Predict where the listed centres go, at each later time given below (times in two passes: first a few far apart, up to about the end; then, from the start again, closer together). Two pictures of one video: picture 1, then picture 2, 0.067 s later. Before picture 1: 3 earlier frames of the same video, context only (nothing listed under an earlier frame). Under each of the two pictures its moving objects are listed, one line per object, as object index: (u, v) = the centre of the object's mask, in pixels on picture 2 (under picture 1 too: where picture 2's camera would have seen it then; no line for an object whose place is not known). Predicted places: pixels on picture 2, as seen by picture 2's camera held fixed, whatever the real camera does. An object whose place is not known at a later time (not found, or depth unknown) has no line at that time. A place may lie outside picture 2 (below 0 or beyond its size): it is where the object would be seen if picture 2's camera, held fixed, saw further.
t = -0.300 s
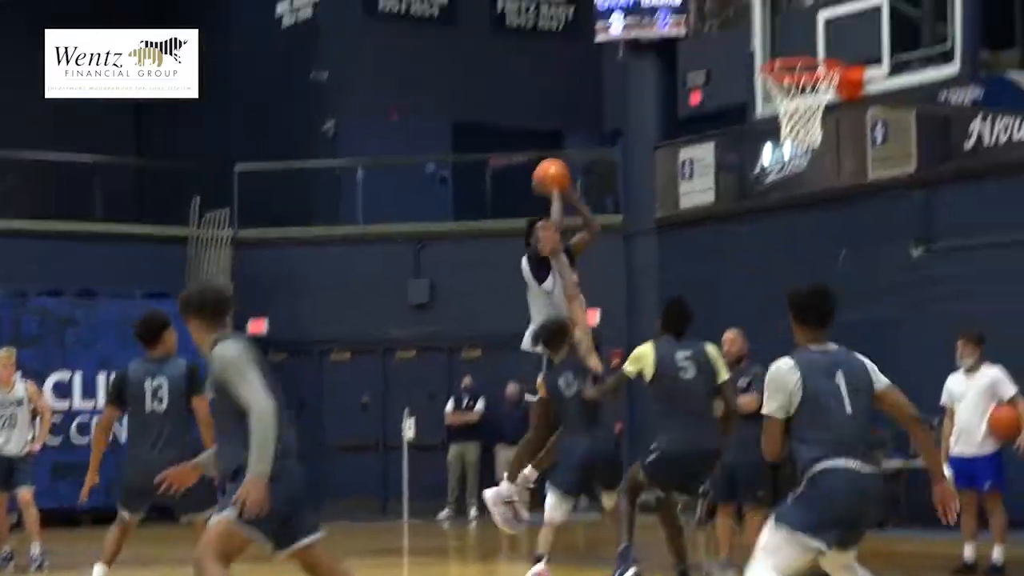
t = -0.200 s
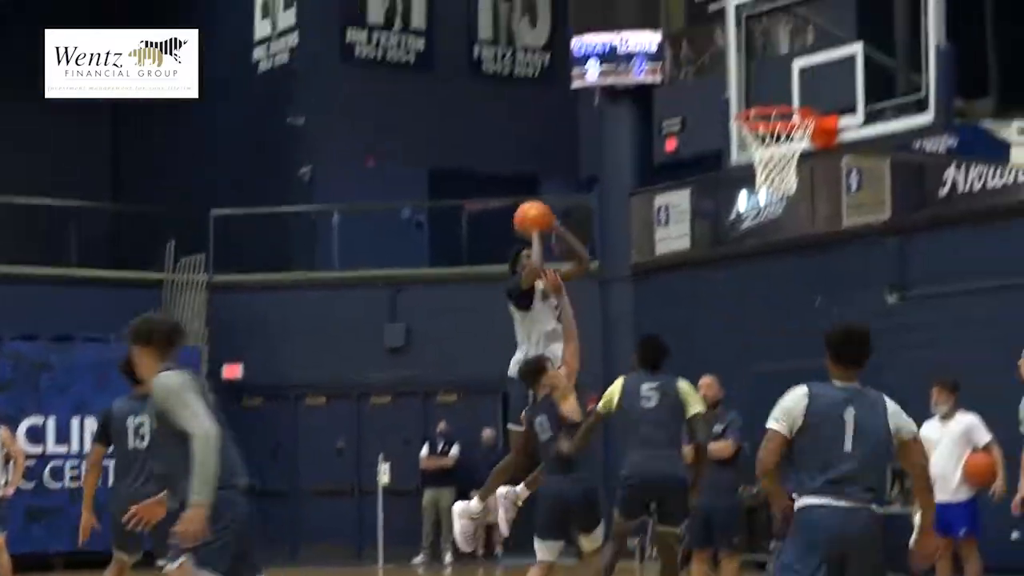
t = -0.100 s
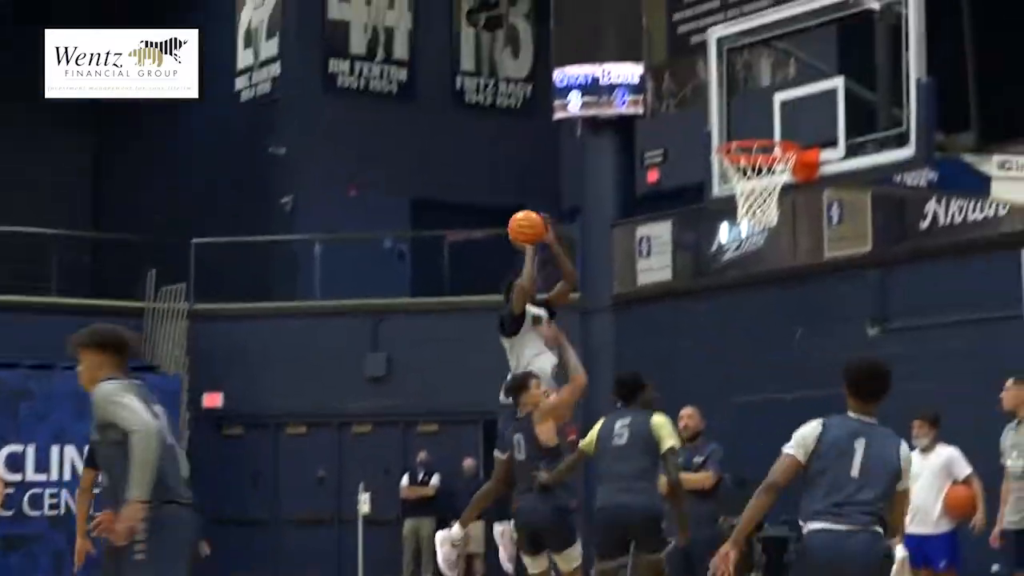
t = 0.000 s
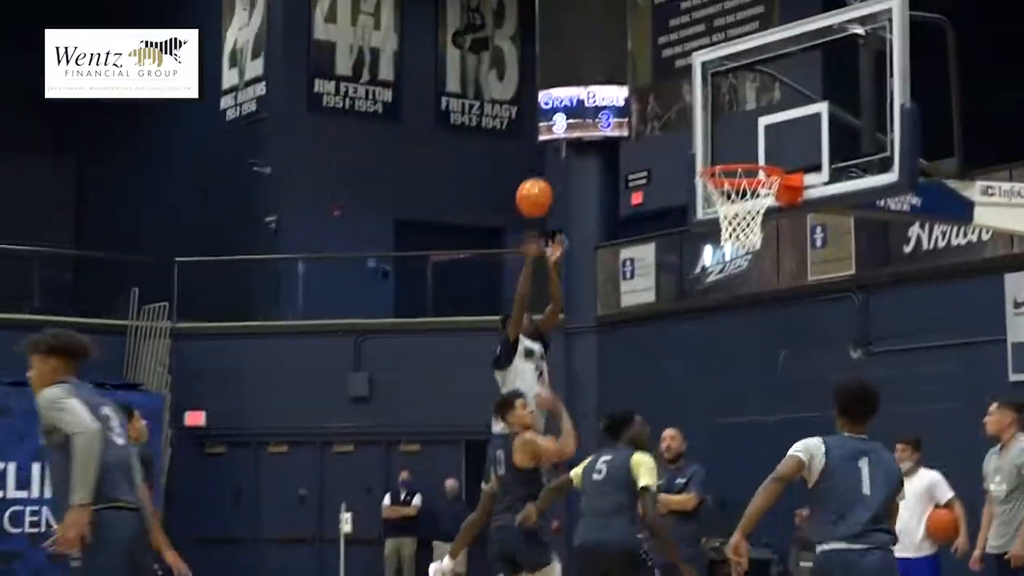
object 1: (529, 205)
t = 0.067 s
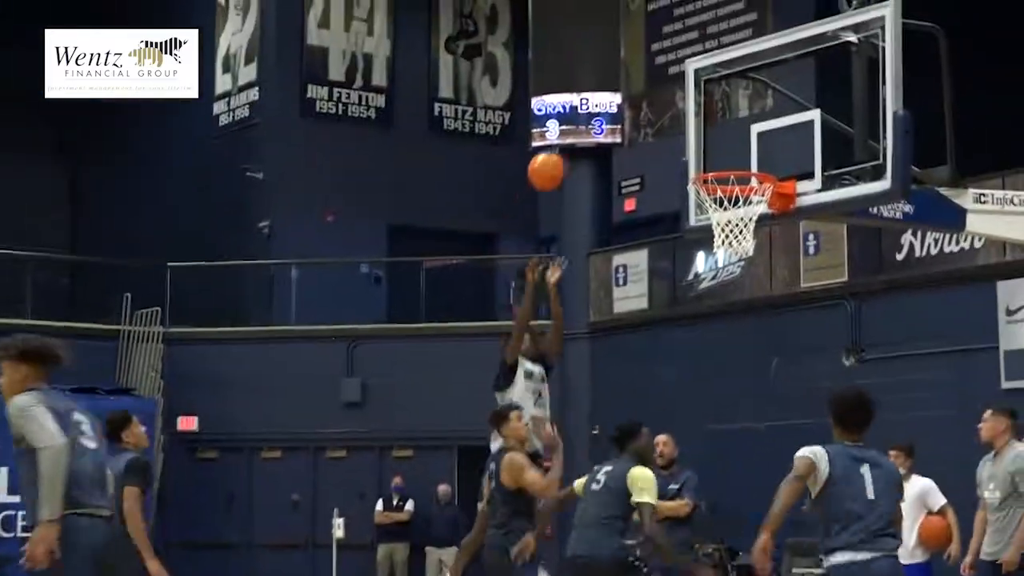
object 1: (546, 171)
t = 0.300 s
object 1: (618, 102)
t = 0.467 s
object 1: (671, 101)
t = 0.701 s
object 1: (752, 173)
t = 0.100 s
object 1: (556, 157)
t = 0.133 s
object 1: (565, 144)
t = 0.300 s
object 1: (618, 102)
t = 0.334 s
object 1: (629, 98)
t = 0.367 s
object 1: (640, 96)
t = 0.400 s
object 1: (650, 96)
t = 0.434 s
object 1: (661, 97)
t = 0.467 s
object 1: (671, 101)
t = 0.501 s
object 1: (683, 106)
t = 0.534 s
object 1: (696, 112)
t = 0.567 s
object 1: (709, 122)
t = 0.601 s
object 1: (721, 132)
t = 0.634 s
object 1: (732, 145)
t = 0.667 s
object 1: (745, 156)
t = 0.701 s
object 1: (752, 173)
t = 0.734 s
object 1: (740, 177)
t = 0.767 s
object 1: (727, 182)
